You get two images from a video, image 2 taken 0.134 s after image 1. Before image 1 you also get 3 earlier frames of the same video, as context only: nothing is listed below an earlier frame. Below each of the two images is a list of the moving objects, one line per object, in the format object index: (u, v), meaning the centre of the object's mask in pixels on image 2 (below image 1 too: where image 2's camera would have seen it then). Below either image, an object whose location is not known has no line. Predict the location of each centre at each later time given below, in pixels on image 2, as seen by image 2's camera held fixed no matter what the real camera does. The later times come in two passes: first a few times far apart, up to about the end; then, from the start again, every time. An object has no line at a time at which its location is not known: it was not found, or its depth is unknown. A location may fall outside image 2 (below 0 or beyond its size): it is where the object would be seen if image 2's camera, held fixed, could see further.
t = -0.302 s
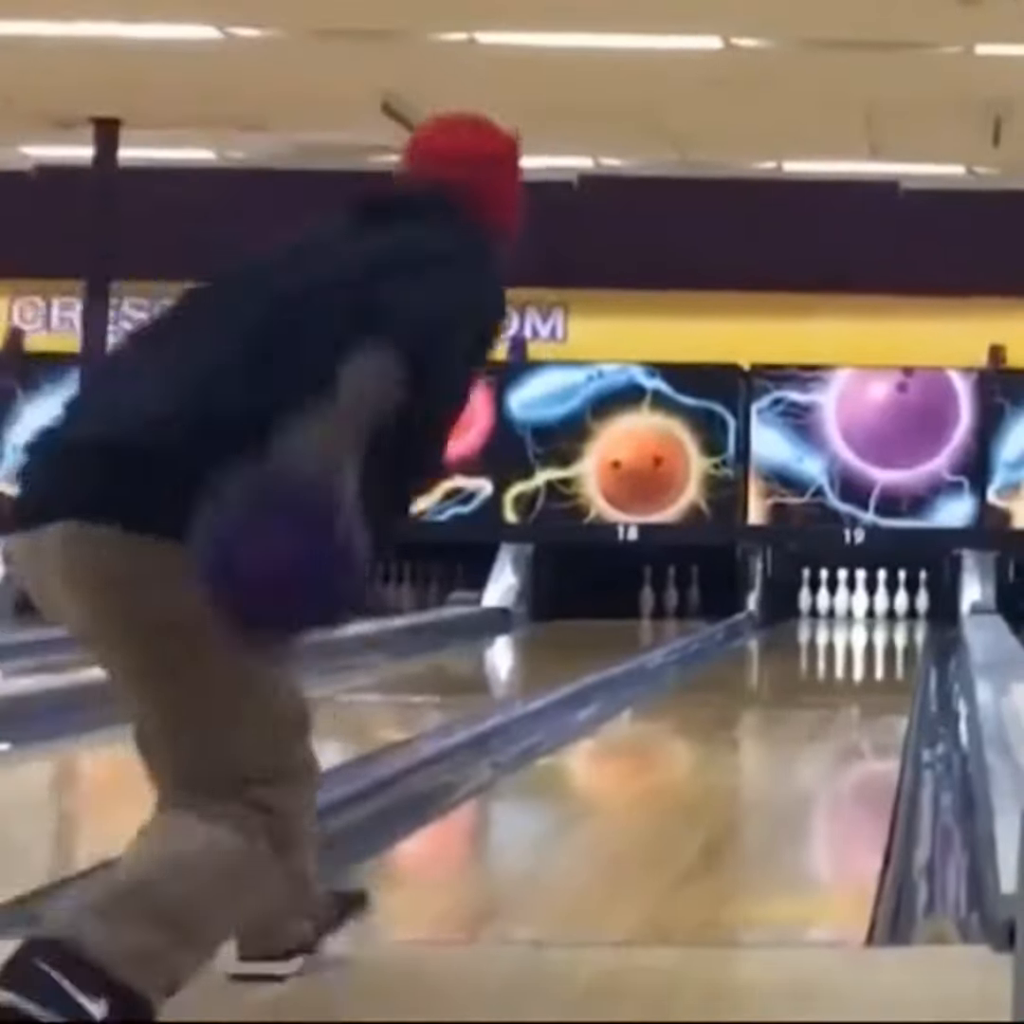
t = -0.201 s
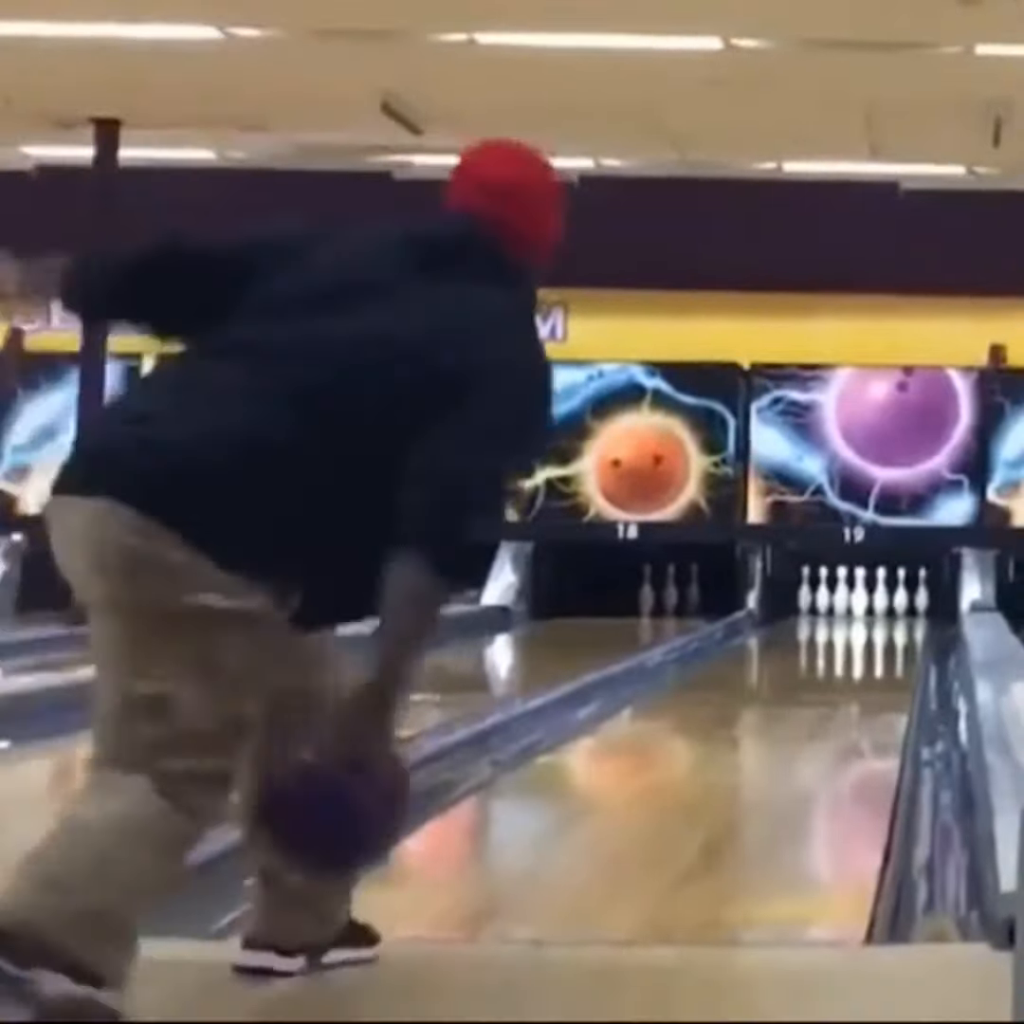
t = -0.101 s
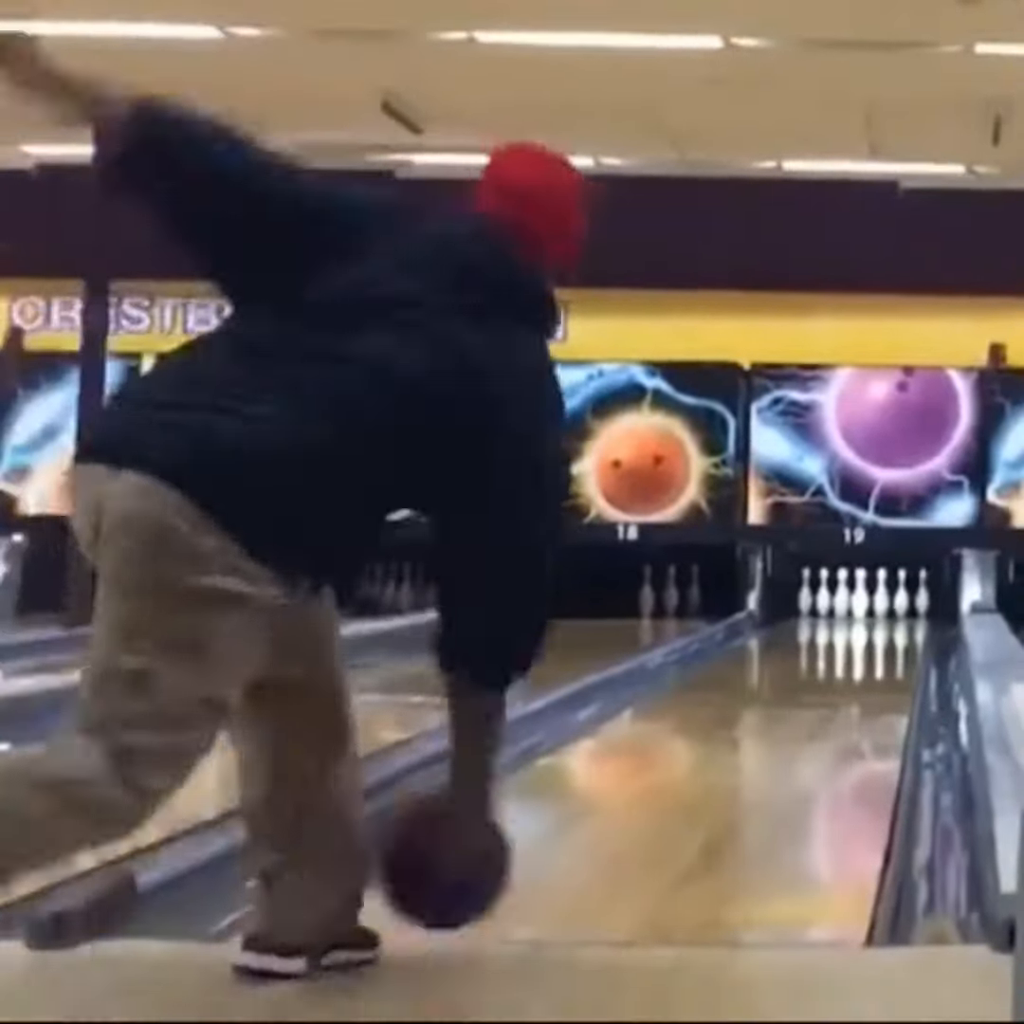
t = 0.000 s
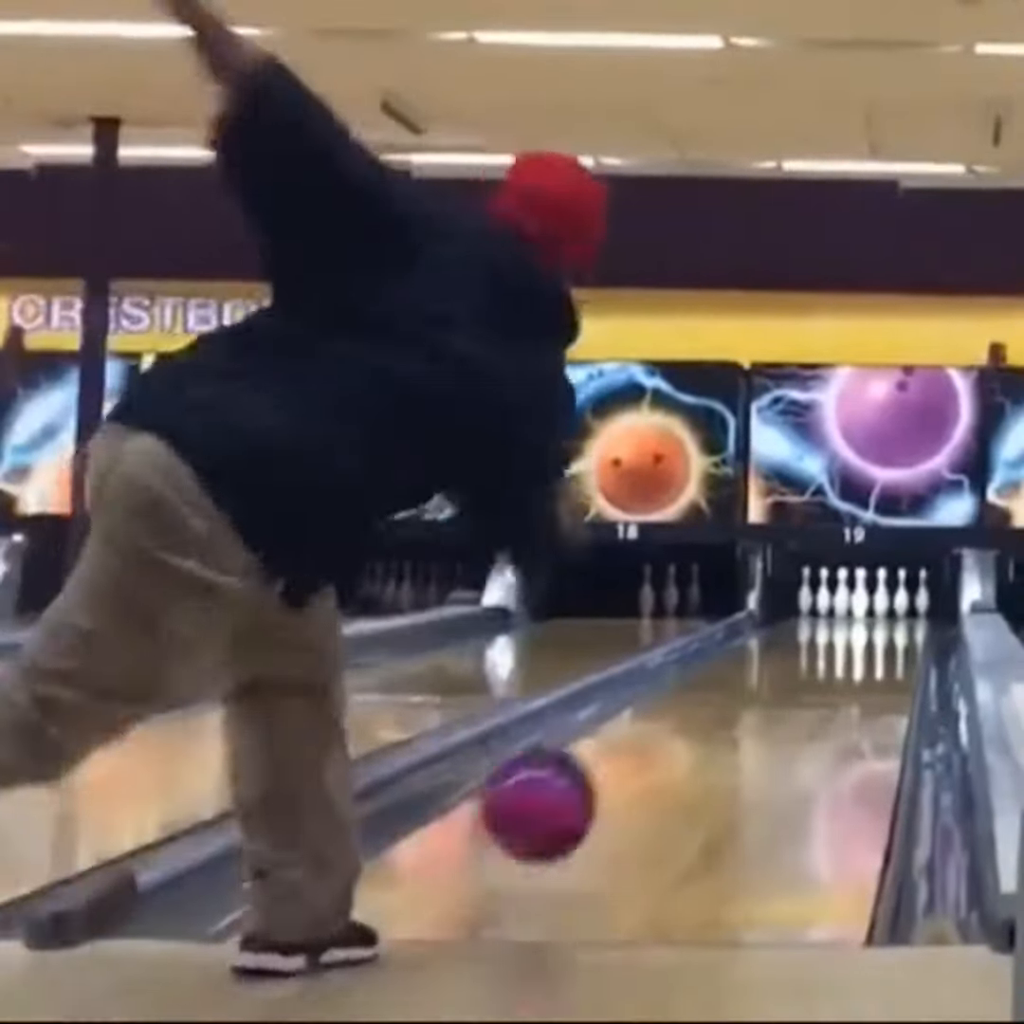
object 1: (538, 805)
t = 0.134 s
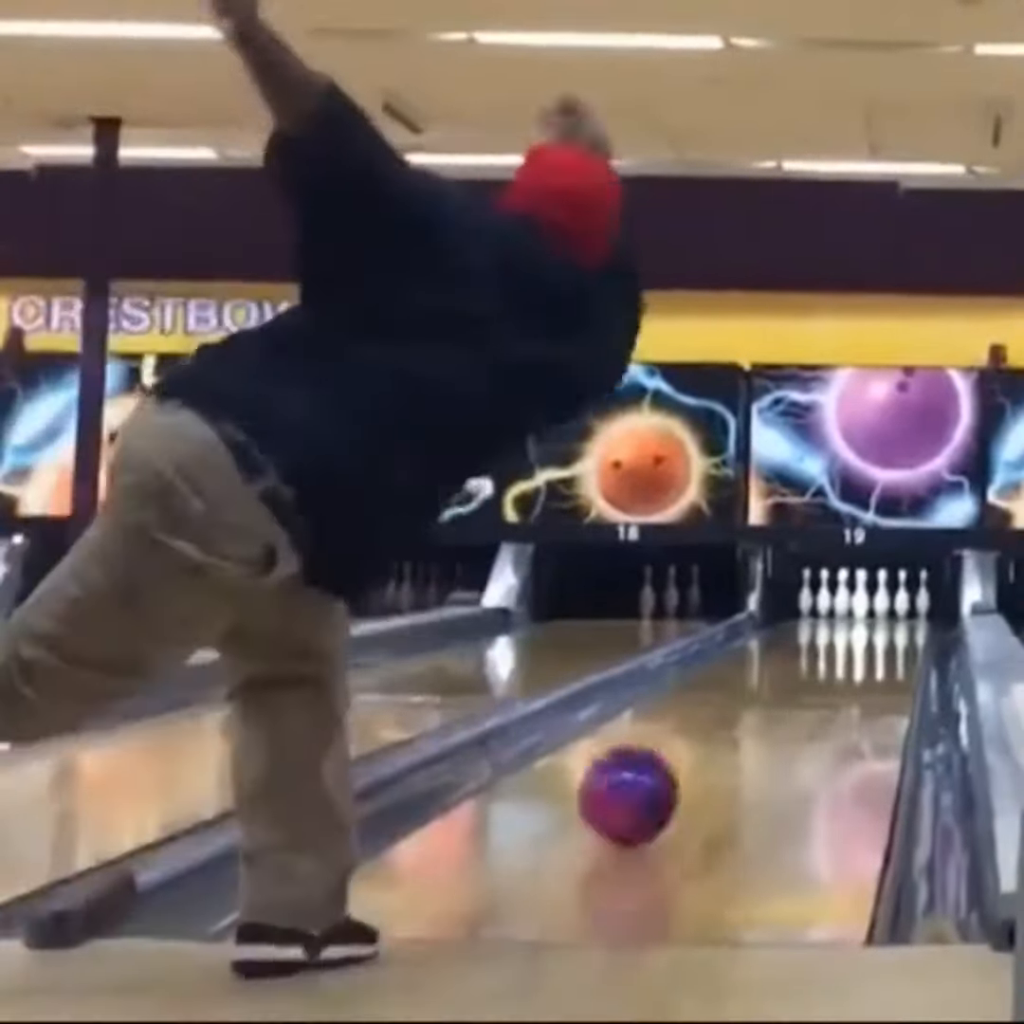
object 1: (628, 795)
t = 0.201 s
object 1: (663, 775)
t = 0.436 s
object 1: (753, 726)
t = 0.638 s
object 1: (803, 699)
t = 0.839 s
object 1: (836, 678)
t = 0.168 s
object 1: (645, 784)
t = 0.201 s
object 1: (663, 775)
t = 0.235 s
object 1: (678, 768)
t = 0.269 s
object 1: (693, 761)
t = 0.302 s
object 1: (707, 752)
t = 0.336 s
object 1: (719, 743)
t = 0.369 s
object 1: (731, 740)
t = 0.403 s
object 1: (741, 734)
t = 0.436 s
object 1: (753, 726)
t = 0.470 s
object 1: (762, 721)
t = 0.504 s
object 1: (771, 716)
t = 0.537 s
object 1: (779, 711)
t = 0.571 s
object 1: (785, 707)
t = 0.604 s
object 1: (794, 701)
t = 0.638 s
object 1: (803, 699)
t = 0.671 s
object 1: (807, 697)
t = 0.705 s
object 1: (815, 691)
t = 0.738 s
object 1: (821, 687)
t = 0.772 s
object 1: (827, 682)
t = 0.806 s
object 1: (831, 681)
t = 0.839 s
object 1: (836, 678)
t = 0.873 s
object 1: (841, 674)
